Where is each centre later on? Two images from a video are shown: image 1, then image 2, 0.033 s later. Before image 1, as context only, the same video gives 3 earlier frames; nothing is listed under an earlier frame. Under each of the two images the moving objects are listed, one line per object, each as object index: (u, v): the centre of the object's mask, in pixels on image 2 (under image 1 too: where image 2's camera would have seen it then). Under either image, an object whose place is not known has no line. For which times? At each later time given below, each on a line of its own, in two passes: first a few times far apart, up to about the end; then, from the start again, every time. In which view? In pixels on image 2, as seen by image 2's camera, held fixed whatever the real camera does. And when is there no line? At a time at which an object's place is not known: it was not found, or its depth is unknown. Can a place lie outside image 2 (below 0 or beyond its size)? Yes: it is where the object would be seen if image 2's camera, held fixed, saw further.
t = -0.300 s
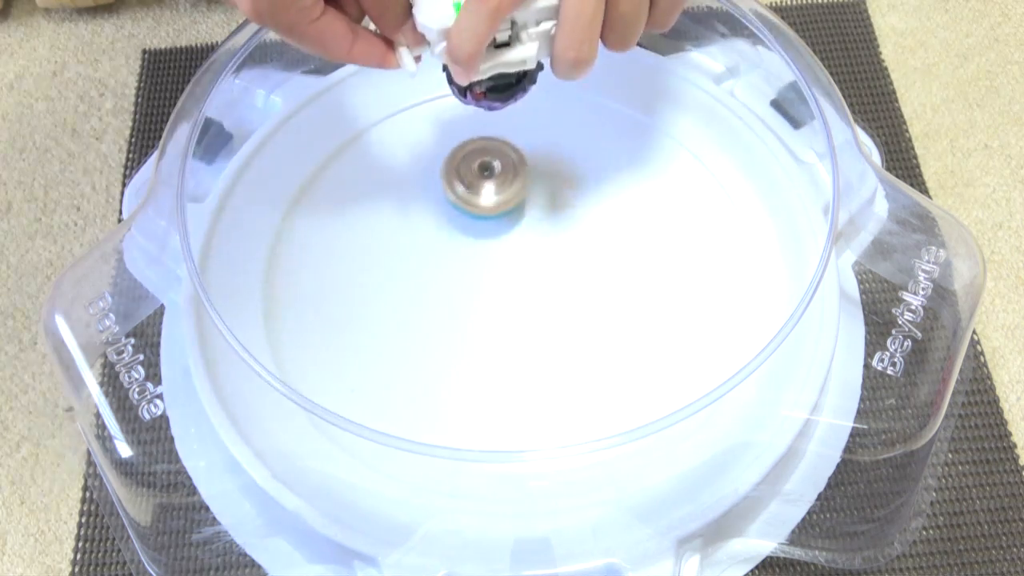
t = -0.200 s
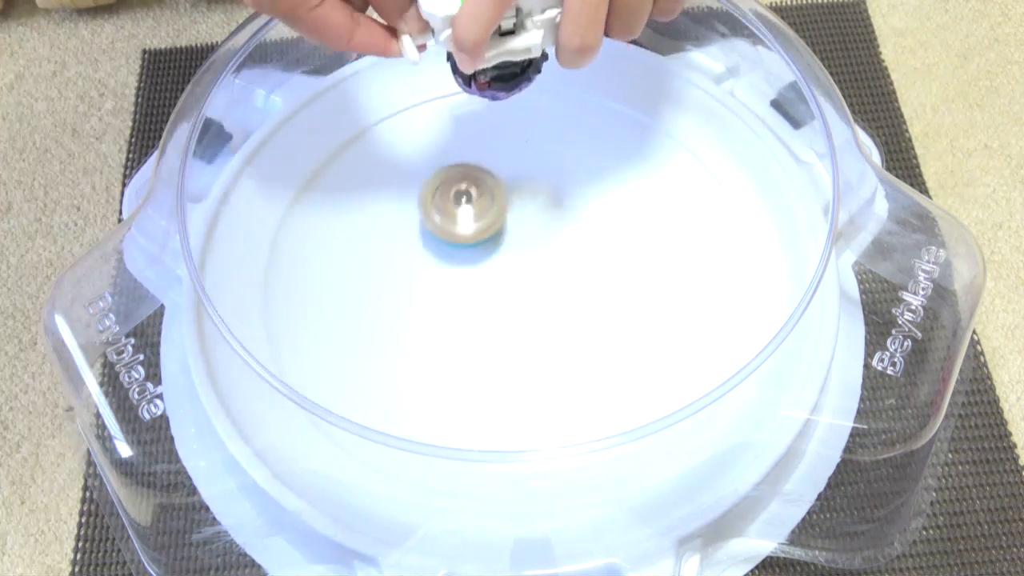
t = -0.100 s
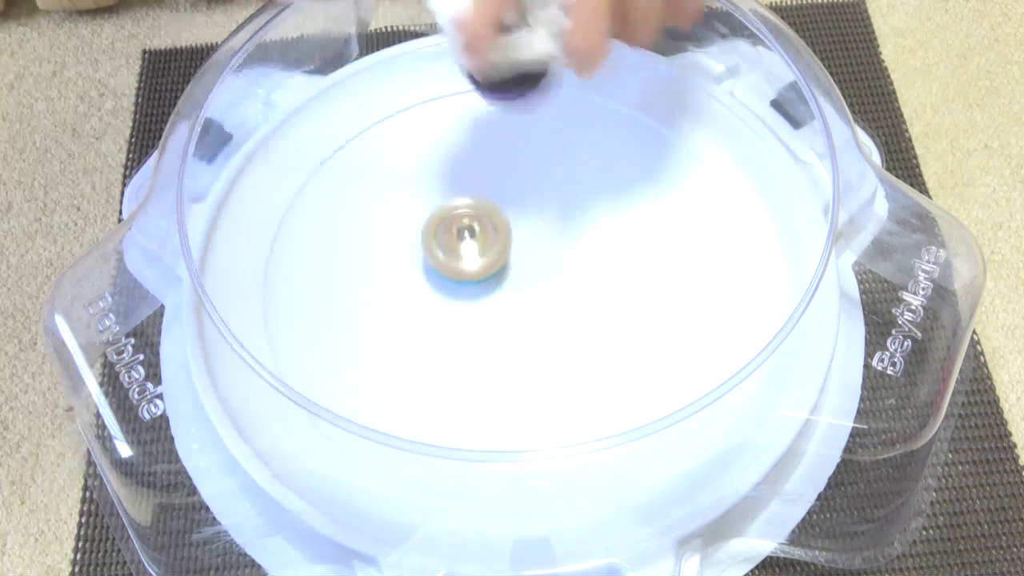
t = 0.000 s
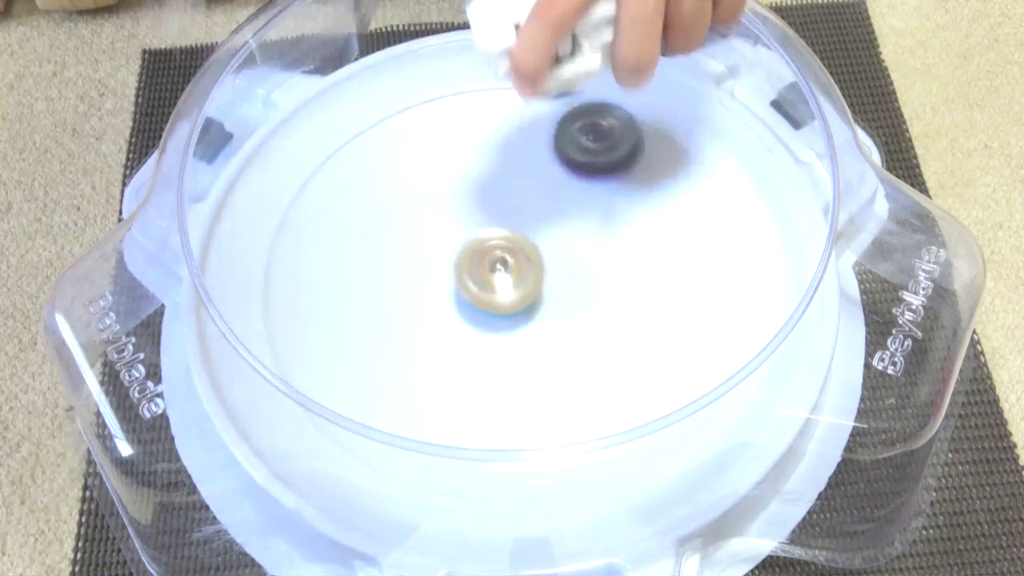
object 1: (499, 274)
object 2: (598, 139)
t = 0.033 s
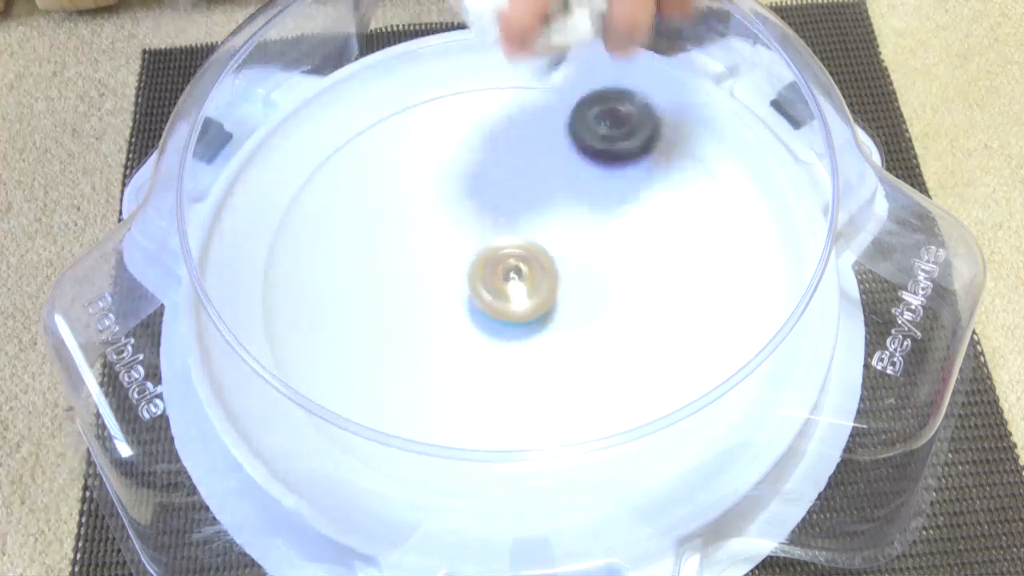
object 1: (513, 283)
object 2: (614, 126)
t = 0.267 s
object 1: (599, 291)
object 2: (651, 205)
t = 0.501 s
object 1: (537, 340)
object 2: (566, 196)
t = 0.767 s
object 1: (516, 383)
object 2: (444, 219)
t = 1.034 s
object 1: (609, 351)
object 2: (467, 353)
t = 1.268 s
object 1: (640, 293)
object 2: (522, 322)
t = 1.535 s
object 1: (609, 236)
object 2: (483, 271)
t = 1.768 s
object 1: (527, 243)
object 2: (454, 299)
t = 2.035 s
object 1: (491, 266)
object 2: (528, 365)
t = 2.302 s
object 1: (477, 295)
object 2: (582, 235)
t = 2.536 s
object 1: (490, 314)
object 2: (461, 179)
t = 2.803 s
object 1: (512, 310)
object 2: (379, 288)
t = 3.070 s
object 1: (532, 270)
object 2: (521, 353)
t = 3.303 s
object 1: (518, 234)
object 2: (599, 277)
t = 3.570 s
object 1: (461, 219)
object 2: (567, 227)
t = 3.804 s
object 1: (426, 247)
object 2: (516, 215)
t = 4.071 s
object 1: (404, 309)
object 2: (555, 223)
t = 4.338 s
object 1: (478, 318)
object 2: (539, 228)
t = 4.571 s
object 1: (493, 322)
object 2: (586, 225)
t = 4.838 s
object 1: (465, 354)
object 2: (579, 171)
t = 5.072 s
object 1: (484, 374)
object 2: (519, 170)
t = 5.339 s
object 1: (525, 379)
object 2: (498, 268)
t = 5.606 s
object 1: (555, 356)
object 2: (582, 265)
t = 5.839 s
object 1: (540, 330)
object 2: (577, 244)
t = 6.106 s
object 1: (482, 338)
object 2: (554, 207)
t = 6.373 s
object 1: (460, 316)
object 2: (518, 244)
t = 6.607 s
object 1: (419, 319)
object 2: (564, 241)
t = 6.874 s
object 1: (437, 293)
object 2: (530, 261)
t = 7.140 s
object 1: (426, 261)
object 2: (576, 262)
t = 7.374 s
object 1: (462, 241)
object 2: (558, 273)
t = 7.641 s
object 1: (500, 219)
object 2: (548, 291)
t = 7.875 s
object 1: (537, 204)
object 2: (526, 311)
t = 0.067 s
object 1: (528, 289)
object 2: (631, 124)
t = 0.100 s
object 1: (545, 293)
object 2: (647, 137)
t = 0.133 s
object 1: (561, 295)
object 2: (661, 161)
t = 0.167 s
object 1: (577, 293)
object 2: (662, 170)
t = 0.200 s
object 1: (590, 291)
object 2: (660, 189)
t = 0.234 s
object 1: (601, 285)
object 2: (653, 204)
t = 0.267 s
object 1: (599, 291)
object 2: (651, 205)
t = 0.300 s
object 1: (593, 297)
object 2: (647, 207)
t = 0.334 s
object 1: (586, 301)
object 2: (638, 210)
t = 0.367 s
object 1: (579, 304)
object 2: (625, 213)
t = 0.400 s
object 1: (573, 305)
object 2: (610, 217)
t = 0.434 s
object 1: (566, 305)
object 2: (592, 219)
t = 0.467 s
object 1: (552, 323)
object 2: (579, 208)
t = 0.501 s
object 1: (537, 340)
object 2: (566, 196)
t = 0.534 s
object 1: (525, 351)
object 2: (551, 186)
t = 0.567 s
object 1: (516, 362)
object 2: (535, 178)
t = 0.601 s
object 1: (509, 369)
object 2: (519, 174)
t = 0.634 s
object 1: (506, 375)
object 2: (502, 174)
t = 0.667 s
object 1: (505, 381)
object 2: (485, 179)
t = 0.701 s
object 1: (507, 383)
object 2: (469, 189)
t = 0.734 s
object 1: (510, 385)
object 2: (455, 202)
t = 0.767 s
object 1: (516, 383)
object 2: (444, 219)
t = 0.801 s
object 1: (523, 383)
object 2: (437, 238)
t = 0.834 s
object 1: (531, 380)
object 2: (435, 258)
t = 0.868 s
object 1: (541, 375)
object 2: (436, 279)
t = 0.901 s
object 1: (550, 371)
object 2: (442, 301)
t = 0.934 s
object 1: (559, 365)
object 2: (453, 320)
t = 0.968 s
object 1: (568, 360)
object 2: (466, 337)
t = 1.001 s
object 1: (587, 358)
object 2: (470, 348)
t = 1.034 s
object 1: (609, 351)
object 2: (467, 353)
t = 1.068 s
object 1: (626, 346)
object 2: (467, 354)
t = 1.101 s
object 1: (637, 339)
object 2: (470, 355)
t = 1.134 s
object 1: (644, 329)
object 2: (477, 353)
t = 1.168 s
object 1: (647, 320)
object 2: (487, 347)
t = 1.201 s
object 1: (648, 311)
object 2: (497, 340)
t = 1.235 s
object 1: (645, 301)
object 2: (509, 332)
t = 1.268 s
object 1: (640, 293)
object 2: (522, 322)
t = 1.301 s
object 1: (633, 285)
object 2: (535, 310)
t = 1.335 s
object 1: (635, 275)
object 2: (535, 301)
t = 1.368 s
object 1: (634, 266)
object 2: (532, 292)
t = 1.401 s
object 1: (629, 259)
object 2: (529, 284)
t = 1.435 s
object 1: (621, 253)
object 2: (526, 277)
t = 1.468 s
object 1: (621, 246)
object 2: (511, 274)
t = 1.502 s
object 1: (617, 240)
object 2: (497, 271)
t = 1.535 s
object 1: (609, 236)
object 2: (483, 271)
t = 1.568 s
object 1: (598, 233)
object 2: (471, 272)
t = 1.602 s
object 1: (587, 232)
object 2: (461, 274)
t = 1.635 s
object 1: (574, 233)
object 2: (455, 277)
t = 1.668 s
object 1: (562, 234)
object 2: (450, 281)
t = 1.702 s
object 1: (549, 236)
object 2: (449, 287)
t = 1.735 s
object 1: (537, 239)
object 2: (450, 293)
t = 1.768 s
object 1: (527, 243)
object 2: (454, 299)
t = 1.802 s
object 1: (520, 246)
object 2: (457, 309)
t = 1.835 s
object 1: (517, 247)
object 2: (459, 323)
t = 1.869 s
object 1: (513, 248)
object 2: (462, 335)
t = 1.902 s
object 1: (508, 252)
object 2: (470, 347)
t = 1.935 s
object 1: (503, 254)
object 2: (481, 357)
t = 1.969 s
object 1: (499, 257)
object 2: (495, 364)
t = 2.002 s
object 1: (494, 261)
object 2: (511, 367)
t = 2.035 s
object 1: (491, 266)
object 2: (528, 365)
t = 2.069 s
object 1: (487, 269)
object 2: (546, 359)
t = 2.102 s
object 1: (484, 273)
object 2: (562, 349)
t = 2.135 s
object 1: (482, 278)
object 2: (576, 333)
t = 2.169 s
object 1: (480, 281)
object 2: (586, 316)
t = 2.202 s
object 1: (479, 286)
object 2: (592, 296)
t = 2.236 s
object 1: (478, 289)
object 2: (593, 275)
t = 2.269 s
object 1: (478, 292)
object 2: (589, 254)
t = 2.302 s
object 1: (477, 295)
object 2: (582, 235)
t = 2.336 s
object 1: (478, 300)
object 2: (572, 218)
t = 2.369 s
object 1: (479, 303)
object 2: (558, 204)
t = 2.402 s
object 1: (481, 306)
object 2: (542, 193)
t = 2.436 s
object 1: (483, 309)
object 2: (523, 185)
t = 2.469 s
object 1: (485, 310)
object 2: (503, 179)
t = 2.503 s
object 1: (487, 313)
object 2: (482, 177)
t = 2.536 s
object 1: (490, 314)
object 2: (461, 179)
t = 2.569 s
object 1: (492, 315)
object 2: (440, 184)
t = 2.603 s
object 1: (495, 315)
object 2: (421, 193)
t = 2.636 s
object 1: (498, 315)
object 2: (405, 205)
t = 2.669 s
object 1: (501, 316)
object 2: (391, 219)
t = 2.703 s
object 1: (503, 314)
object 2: (381, 236)
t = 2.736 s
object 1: (506, 312)
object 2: (375, 253)
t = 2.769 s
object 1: (509, 311)
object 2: (374, 271)
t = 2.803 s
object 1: (512, 310)
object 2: (379, 288)
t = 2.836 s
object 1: (514, 306)
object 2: (388, 303)
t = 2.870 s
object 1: (517, 303)
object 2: (400, 317)
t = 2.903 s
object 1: (519, 300)
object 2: (417, 330)
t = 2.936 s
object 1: (521, 296)
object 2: (438, 340)
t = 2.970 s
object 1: (524, 291)
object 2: (457, 349)
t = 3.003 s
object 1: (528, 285)
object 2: (479, 353)
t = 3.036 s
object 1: (531, 278)
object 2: (500, 355)
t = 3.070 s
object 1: (532, 270)
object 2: (521, 353)
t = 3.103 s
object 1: (533, 266)
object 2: (540, 347)
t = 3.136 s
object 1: (532, 258)
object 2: (558, 337)
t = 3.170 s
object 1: (530, 253)
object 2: (572, 326)
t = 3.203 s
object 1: (528, 247)
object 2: (583, 313)
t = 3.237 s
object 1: (526, 242)
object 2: (592, 301)
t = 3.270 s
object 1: (523, 239)
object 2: (596, 288)
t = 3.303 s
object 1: (518, 234)
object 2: (599, 277)
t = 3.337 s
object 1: (513, 230)
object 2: (598, 265)
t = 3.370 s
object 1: (508, 227)
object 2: (595, 255)
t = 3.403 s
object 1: (496, 220)
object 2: (599, 249)
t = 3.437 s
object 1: (485, 216)
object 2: (598, 244)
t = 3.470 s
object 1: (478, 216)
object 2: (594, 238)
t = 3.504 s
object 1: (471, 216)
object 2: (587, 234)
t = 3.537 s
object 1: (465, 217)
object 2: (578, 230)
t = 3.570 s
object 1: (461, 219)
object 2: (567, 227)
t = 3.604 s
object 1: (457, 224)
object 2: (556, 225)
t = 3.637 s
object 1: (448, 225)
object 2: (550, 223)
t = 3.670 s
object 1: (439, 230)
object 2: (545, 221)
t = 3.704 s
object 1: (433, 233)
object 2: (540, 219)
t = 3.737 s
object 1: (429, 238)
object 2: (533, 217)
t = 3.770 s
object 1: (427, 242)
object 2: (524, 214)
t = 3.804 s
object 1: (426, 247)
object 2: (516, 215)
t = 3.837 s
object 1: (410, 256)
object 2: (525, 216)
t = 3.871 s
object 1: (396, 265)
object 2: (536, 216)
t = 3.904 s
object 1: (388, 272)
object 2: (545, 218)
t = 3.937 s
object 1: (385, 282)
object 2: (551, 220)
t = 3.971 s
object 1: (387, 290)
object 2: (555, 222)
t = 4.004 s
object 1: (391, 298)
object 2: (556, 223)
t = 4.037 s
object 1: (397, 305)
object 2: (556, 223)
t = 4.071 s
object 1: (404, 309)
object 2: (555, 223)
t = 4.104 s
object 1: (413, 315)
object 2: (551, 222)
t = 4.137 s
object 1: (421, 318)
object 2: (548, 221)
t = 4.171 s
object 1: (430, 319)
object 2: (544, 221)
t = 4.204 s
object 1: (440, 322)
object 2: (540, 221)
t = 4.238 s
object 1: (450, 321)
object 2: (538, 221)
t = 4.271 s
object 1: (460, 320)
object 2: (536, 222)
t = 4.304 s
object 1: (469, 319)
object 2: (537, 225)
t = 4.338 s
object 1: (478, 318)
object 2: (539, 228)
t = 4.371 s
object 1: (485, 315)
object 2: (542, 234)
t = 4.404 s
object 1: (491, 314)
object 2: (547, 238)
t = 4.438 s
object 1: (487, 319)
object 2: (562, 232)
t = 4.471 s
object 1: (485, 323)
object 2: (574, 228)
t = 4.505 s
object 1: (486, 324)
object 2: (582, 226)
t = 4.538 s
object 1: (489, 324)
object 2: (586, 225)
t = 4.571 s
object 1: (493, 322)
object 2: (586, 225)
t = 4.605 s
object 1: (497, 320)
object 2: (583, 226)
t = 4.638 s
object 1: (501, 316)
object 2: (577, 226)
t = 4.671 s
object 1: (505, 313)
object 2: (569, 227)
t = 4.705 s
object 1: (508, 310)
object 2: (561, 227)
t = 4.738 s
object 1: (511, 307)
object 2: (554, 227)
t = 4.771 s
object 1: (494, 326)
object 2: (563, 208)
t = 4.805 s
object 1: (477, 342)
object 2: (573, 187)
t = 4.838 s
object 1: (465, 354)
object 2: (579, 171)
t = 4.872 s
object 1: (457, 363)
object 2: (580, 160)
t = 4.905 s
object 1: (455, 369)
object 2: (577, 151)
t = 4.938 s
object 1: (457, 372)
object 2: (570, 147)
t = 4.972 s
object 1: (462, 374)
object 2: (560, 146)
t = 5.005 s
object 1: (469, 375)
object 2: (547, 150)
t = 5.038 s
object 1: (477, 375)
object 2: (533, 158)
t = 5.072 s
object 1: (484, 374)
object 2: (519, 170)
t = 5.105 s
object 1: (491, 371)
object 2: (507, 185)
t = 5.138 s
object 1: (496, 368)
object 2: (497, 202)
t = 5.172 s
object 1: (501, 364)
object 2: (491, 221)
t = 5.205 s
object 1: (506, 359)
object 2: (487, 240)
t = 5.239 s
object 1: (510, 353)
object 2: (486, 260)
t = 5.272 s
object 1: (514, 360)
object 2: (488, 269)
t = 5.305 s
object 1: (519, 372)
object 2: (492, 268)
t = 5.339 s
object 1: (525, 379)
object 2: (498, 268)
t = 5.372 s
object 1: (530, 380)
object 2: (506, 268)
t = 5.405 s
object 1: (536, 379)
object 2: (515, 267)
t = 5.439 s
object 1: (542, 377)
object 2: (525, 267)
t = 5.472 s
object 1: (547, 374)
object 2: (536, 269)
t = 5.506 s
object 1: (551, 370)
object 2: (547, 270)
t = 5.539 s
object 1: (554, 364)
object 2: (559, 271)
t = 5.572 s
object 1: (556, 357)
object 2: (570, 271)
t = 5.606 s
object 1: (555, 356)
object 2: (582, 265)
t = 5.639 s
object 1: (553, 353)
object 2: (591, 257)
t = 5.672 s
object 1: (552, 349)
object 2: (595, 251)
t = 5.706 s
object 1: (551, 345)
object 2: (597, 247)
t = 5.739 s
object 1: (550, 340)
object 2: (594, 245)
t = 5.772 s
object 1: (548, 335)
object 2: (590, 245)
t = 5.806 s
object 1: (546, 331)
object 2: (583, 245)
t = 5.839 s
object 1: (540, 330)
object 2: (577, 244)
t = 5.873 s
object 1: (525, 337)
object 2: (579, 231)
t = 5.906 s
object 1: (513, 341)
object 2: (579, 222)
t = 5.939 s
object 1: (504, 343)
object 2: (577, 215)
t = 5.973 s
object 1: (498, 343)
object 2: (574, 211)
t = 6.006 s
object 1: (493, 342)
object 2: (570, 208)
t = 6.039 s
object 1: (489, 341)
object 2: (565, 207)
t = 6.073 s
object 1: (486, 340)
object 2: (559, 206)
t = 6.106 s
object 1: (482, 338)
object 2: (554, 207)
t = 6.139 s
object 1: (479, 336)
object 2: (548, 209)
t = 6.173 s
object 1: (476, 334)
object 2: (542, 212)
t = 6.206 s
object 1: (473, 332)
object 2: (537, 216)
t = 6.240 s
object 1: (470, 329)
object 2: (532, 221)
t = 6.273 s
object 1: (467, 326)
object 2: (528, 226)
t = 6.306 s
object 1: (464, 323)
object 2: (524, 232)
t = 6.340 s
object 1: (462, 320)
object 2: (521, 238)
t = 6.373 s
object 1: (460, 316)
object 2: (518, 244)
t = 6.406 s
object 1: (447, 319)
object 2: (525, 244)
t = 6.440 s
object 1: (434, 323)
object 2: (537, 241)
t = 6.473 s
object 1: (426, 324)
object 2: (546, 239)
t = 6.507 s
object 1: (422, 323)
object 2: (554, 238)
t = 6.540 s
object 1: (420, 323)
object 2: (559, 238)
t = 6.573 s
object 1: (419, 321)
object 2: (563, 239)
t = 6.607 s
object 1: (419, 319)
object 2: (564, 241)
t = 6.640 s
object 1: (420, 317)
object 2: (564, 244)
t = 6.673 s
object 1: (421, 314)
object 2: (561, 247)
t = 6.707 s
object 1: (423, 311)
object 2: (557, 250)
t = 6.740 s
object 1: (425, 308)
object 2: (553, 253)
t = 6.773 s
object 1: (428, 305)
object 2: (547, 256)
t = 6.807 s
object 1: (431, 301)
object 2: (541, 258)
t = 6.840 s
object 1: (434, 297)
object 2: (535, 260)
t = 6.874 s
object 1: (437, 293)
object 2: (530, 261)
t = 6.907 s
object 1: (426, 289)
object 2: (542, 259)
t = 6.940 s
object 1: (417, 284)
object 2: (555, 258)
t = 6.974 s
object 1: (413, 279)
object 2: (565, 258)
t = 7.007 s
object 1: (413, 274)
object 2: (572, 259)
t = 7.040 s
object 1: (414, 270)
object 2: (576, 260)
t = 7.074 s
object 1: (417, 267)
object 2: (578, 260)
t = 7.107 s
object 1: (421, 264)
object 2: (578, 261)
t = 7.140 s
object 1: (426, 261)
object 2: (576, 262)
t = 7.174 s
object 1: (431, 259)
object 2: (573, 263)
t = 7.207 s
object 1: (437, 256)
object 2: (570, 264)
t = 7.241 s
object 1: (443, 255)
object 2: (566, 265)
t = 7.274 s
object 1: (450, 252)
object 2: (561, 266)
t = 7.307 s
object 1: (457, 250)
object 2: (557, 267)
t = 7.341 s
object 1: (462, 247)
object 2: (555, 269)
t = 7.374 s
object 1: (462, 241)
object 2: (558, 273)
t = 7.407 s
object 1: (465, 237)
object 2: (559, 276)
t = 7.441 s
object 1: (469, 233)
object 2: (560, 280)
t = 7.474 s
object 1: (473, 229)
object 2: (559, 282)
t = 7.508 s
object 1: (478, 227)
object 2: (558, 285)
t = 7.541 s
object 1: (483, 224)
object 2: (556, 287)
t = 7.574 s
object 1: (489, 222)
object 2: (554, 289)
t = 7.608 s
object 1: (494, 221)
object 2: (551, 290)
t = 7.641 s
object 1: (500, 219)
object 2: (548, 291)
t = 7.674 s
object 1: (505, 218)
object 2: (545, 291)
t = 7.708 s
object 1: (511, 216)
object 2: (542, 292)
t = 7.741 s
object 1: (516, 215)
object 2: (538, 292)
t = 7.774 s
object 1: (522, 212)
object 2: (535, 296)
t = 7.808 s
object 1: (527, 208)
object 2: (533, 302)
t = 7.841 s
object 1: (533, 205)
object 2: (530, 307)
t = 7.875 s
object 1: (537, 204)
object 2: (526, 311)
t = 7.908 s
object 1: (543, 203)
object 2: (523, 314)
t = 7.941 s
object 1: (547, 203)
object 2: (520, 316)
